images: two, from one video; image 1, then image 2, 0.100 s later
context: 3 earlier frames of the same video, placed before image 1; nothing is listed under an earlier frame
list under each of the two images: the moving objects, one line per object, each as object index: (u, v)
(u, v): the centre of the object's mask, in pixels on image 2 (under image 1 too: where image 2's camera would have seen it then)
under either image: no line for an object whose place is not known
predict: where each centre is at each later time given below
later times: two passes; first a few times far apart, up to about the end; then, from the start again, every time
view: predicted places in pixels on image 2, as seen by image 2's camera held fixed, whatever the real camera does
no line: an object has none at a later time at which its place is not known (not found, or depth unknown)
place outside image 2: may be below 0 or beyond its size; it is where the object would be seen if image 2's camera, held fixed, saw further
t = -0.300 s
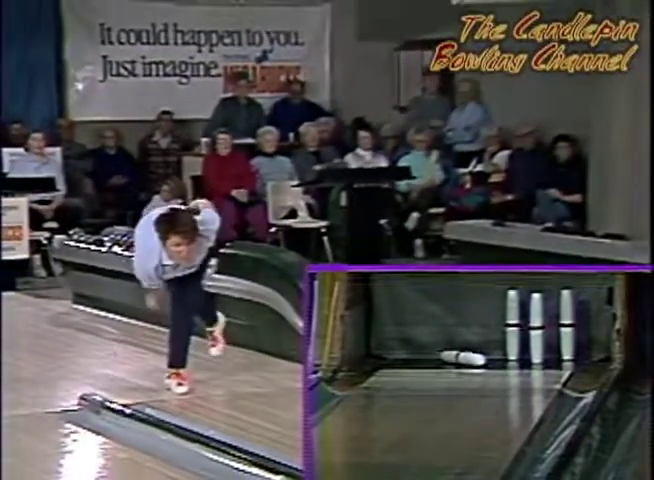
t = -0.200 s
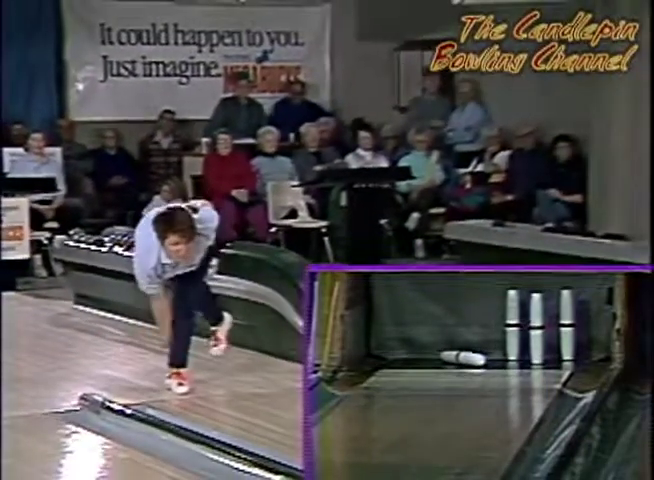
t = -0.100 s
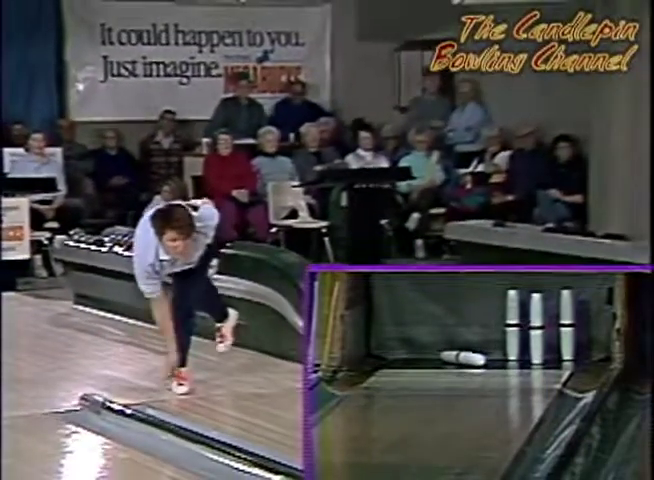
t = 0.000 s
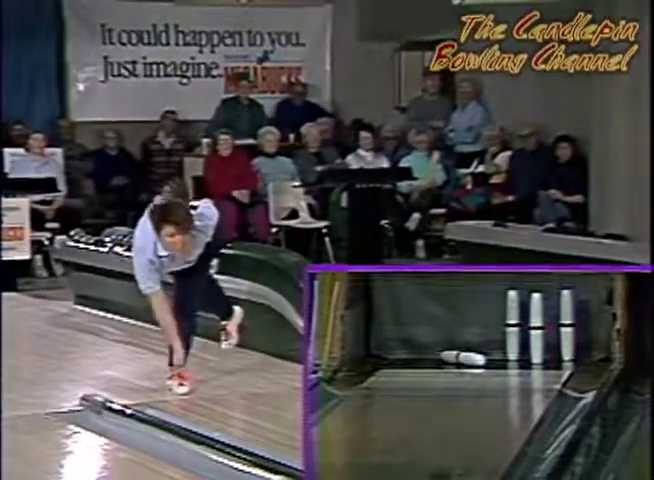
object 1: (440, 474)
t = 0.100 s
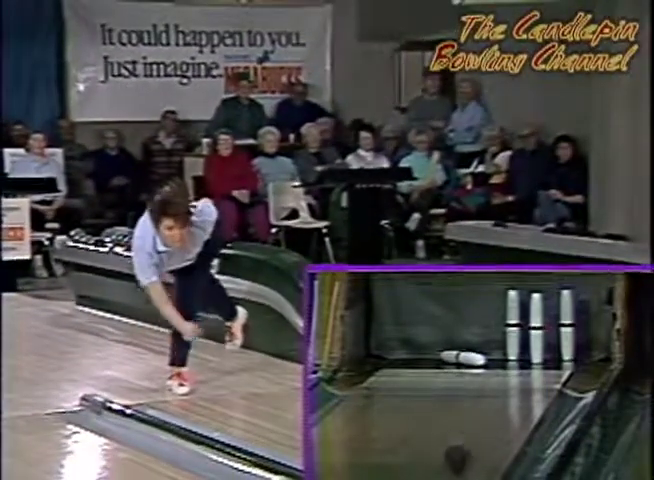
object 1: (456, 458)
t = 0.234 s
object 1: (477, 429)
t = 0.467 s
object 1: (502, 386)
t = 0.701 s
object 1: (524, 357)
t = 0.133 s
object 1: (463, 449)
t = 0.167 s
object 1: (466, 444)
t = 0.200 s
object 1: (471, 437)
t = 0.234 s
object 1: (477, 429)
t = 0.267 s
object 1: (481, 423)
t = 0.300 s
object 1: (484, 416)
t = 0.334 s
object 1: (489, 410)
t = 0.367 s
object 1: (492, 404)
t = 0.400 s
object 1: (496, 397)
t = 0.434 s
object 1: (499, 391)
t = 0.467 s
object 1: (502, 386)
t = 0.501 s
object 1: (506, 381)
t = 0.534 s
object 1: (509, 375)
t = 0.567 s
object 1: (513, 369)
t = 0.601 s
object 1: (516, 365)
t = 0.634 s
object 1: (516, 361)
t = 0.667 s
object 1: (518, 358)
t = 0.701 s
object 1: (524, 357)
